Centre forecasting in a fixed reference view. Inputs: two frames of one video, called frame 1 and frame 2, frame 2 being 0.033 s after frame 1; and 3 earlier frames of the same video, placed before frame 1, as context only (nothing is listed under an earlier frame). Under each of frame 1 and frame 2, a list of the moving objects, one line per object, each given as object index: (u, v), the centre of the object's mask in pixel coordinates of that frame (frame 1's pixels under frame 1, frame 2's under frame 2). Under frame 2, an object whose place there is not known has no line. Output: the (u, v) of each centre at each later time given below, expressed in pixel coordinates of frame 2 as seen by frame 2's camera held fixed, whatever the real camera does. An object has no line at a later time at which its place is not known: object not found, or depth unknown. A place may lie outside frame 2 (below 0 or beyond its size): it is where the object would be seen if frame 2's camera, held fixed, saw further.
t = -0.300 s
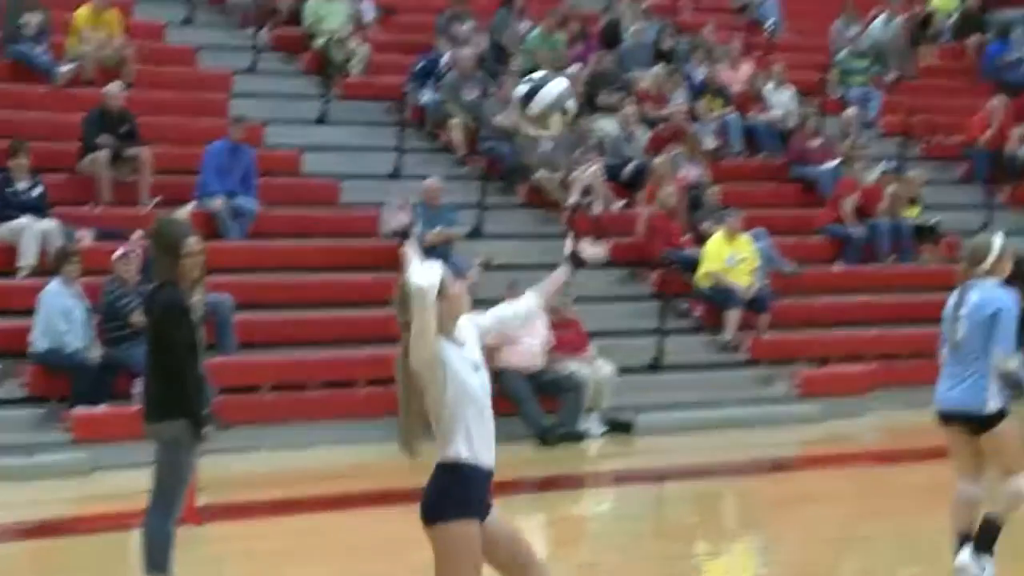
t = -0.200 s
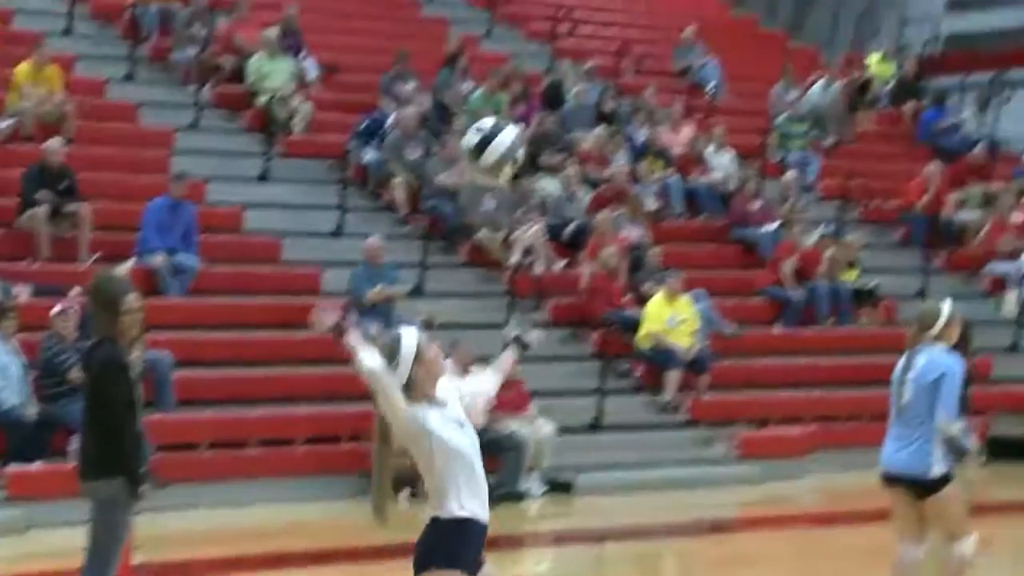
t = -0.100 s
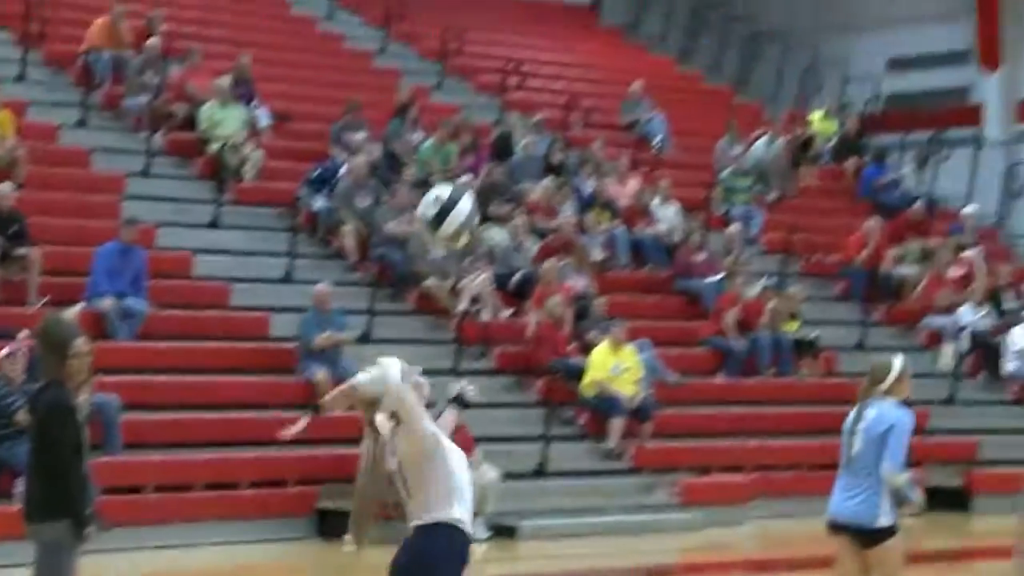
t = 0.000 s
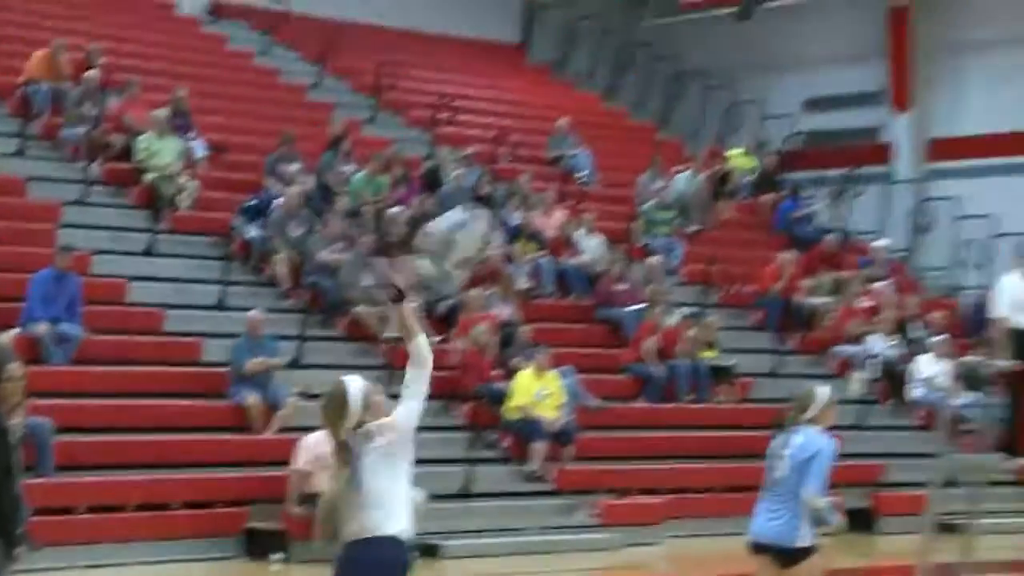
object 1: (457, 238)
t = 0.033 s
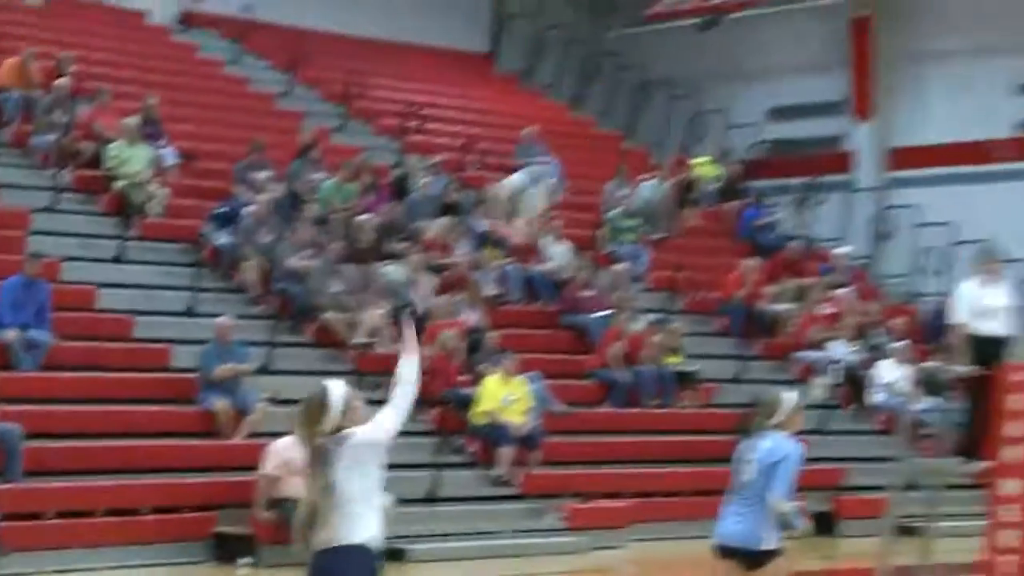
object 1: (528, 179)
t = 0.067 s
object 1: (621, 145)
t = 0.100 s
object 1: (708, 108)
